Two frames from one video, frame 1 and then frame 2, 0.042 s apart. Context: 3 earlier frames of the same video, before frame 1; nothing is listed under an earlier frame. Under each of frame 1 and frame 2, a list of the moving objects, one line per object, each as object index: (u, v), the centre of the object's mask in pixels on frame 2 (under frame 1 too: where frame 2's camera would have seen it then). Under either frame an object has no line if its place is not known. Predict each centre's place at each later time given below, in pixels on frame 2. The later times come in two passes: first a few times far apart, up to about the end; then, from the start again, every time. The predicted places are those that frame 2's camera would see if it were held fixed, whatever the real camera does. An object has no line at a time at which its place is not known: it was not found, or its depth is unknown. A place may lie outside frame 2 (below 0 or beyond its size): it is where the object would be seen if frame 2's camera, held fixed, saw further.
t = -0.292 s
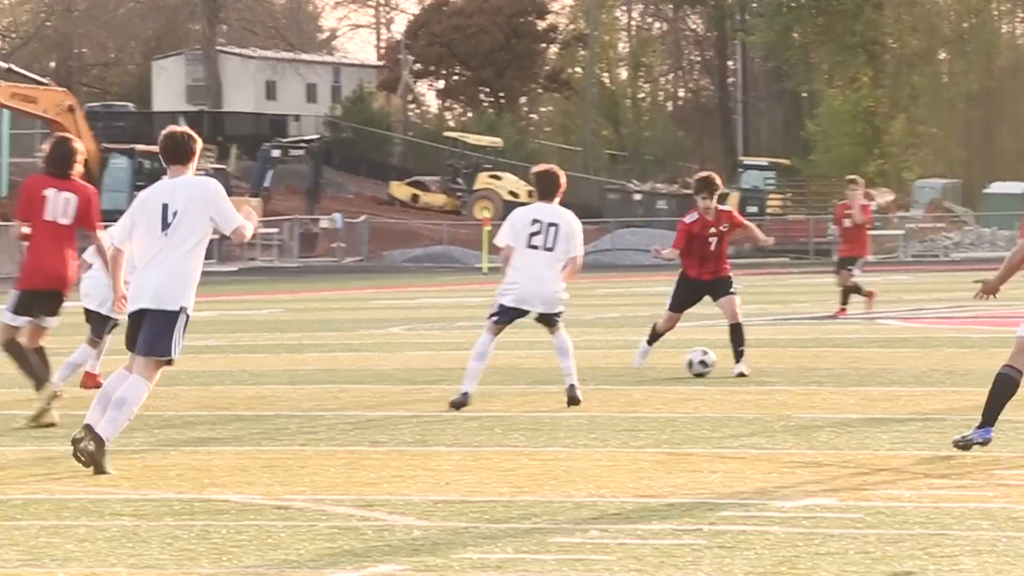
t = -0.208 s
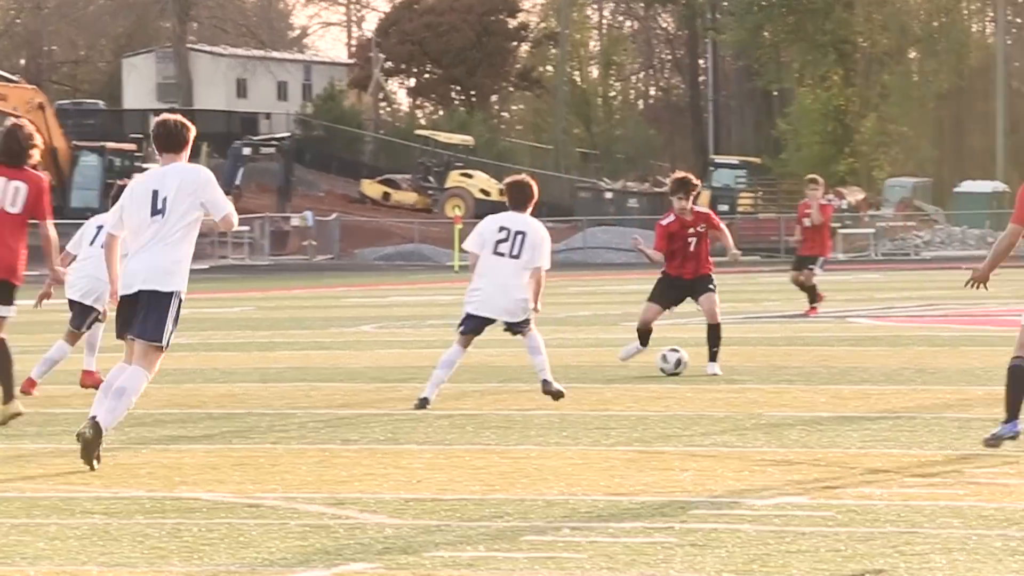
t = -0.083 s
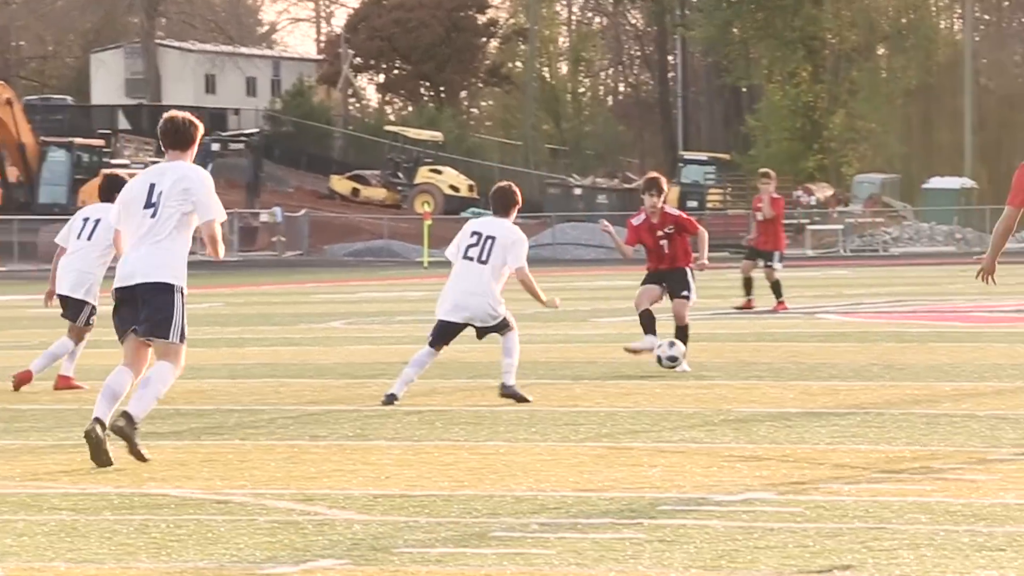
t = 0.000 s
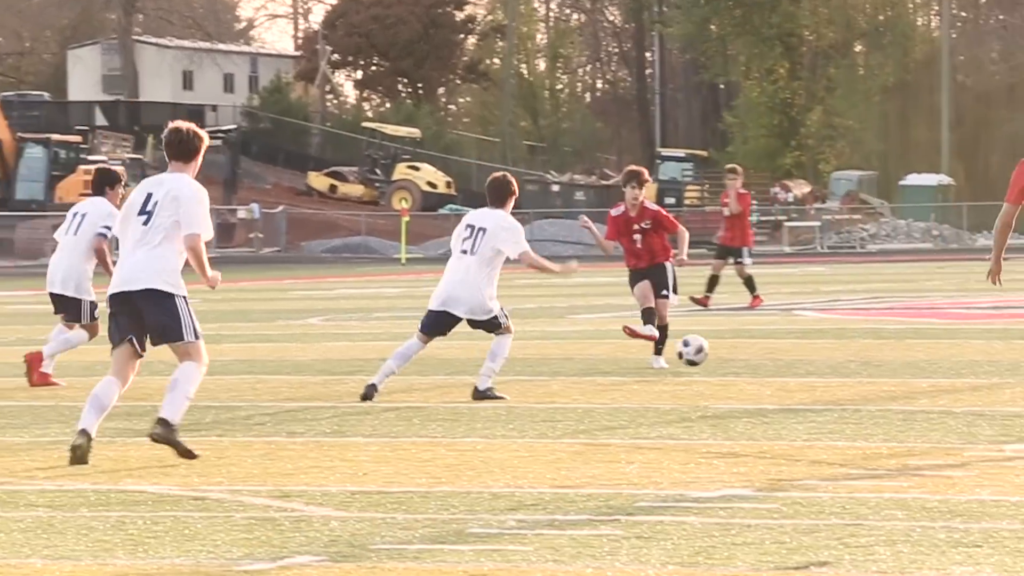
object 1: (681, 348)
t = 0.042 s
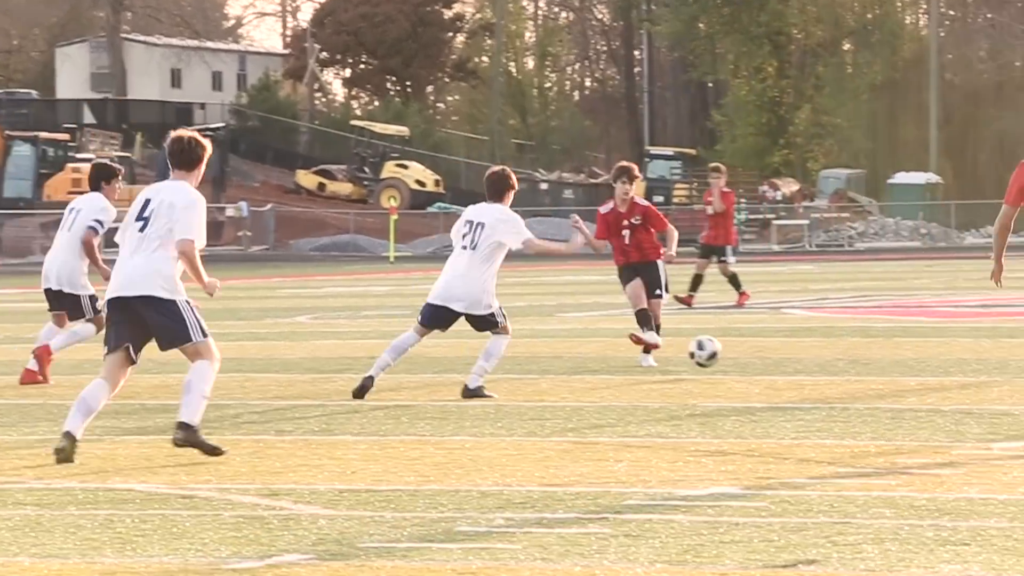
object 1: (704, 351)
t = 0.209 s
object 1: (807, 367)
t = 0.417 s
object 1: (939, 381)
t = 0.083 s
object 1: (729, 355)
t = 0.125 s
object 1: (756, 362)
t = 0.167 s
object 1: (782, 369)
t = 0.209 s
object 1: (807, 367)
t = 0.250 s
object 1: (831, 365)
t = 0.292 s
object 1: (856, 366)
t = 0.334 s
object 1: (883, 369)
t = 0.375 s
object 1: (911, 374)
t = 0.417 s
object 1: (939, 381)
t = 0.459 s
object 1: (968, 388)
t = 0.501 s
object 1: (995, 386)
